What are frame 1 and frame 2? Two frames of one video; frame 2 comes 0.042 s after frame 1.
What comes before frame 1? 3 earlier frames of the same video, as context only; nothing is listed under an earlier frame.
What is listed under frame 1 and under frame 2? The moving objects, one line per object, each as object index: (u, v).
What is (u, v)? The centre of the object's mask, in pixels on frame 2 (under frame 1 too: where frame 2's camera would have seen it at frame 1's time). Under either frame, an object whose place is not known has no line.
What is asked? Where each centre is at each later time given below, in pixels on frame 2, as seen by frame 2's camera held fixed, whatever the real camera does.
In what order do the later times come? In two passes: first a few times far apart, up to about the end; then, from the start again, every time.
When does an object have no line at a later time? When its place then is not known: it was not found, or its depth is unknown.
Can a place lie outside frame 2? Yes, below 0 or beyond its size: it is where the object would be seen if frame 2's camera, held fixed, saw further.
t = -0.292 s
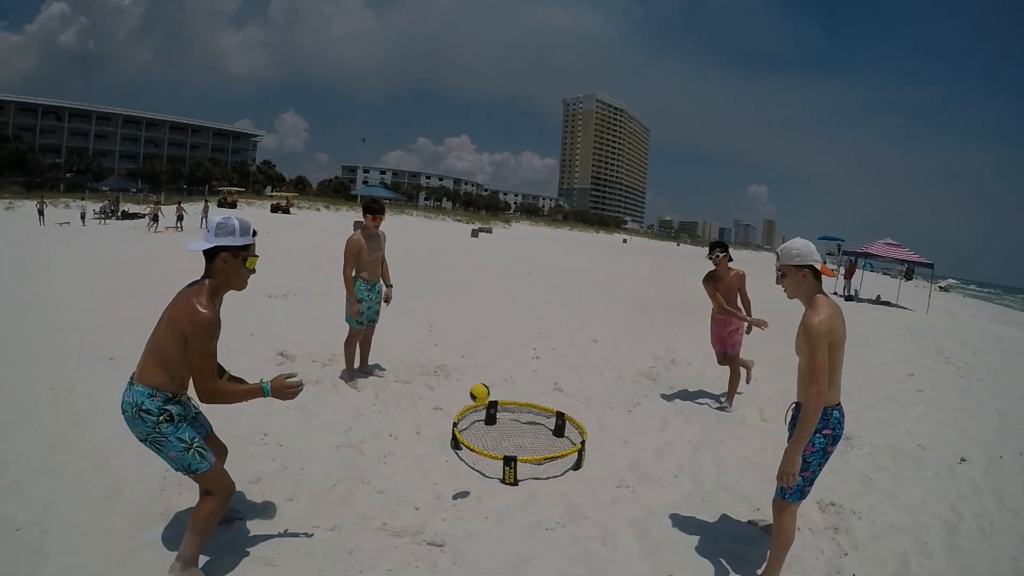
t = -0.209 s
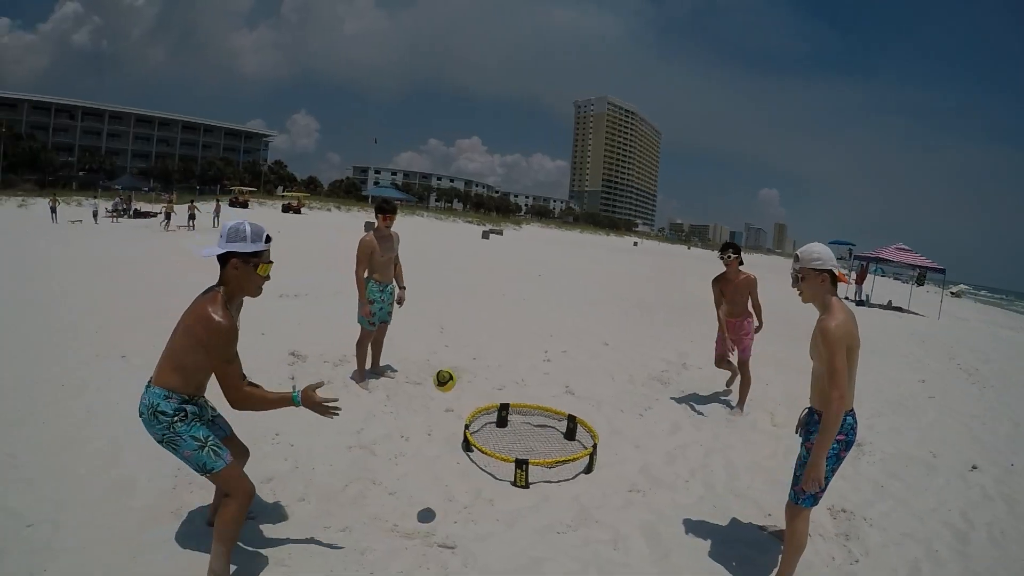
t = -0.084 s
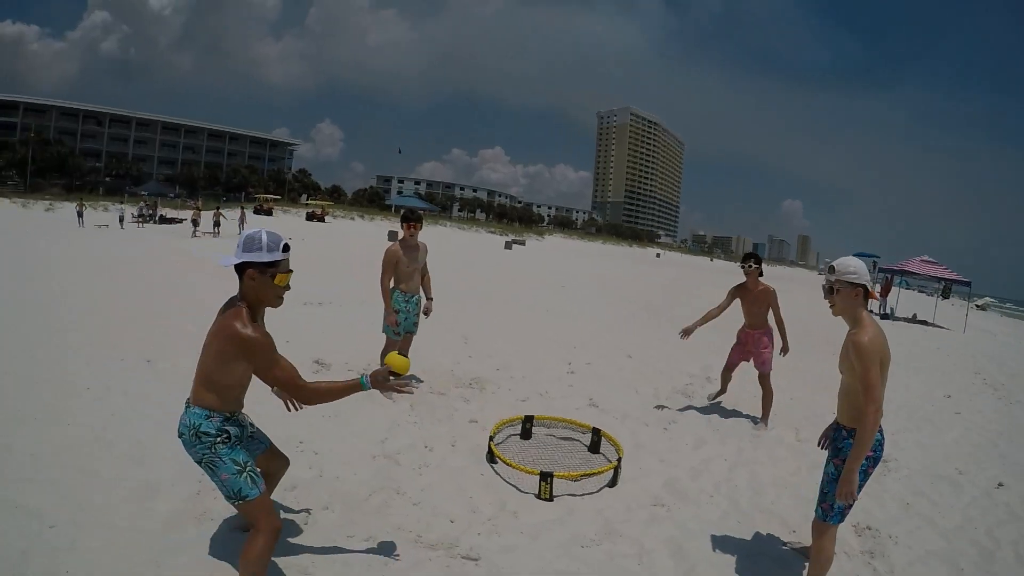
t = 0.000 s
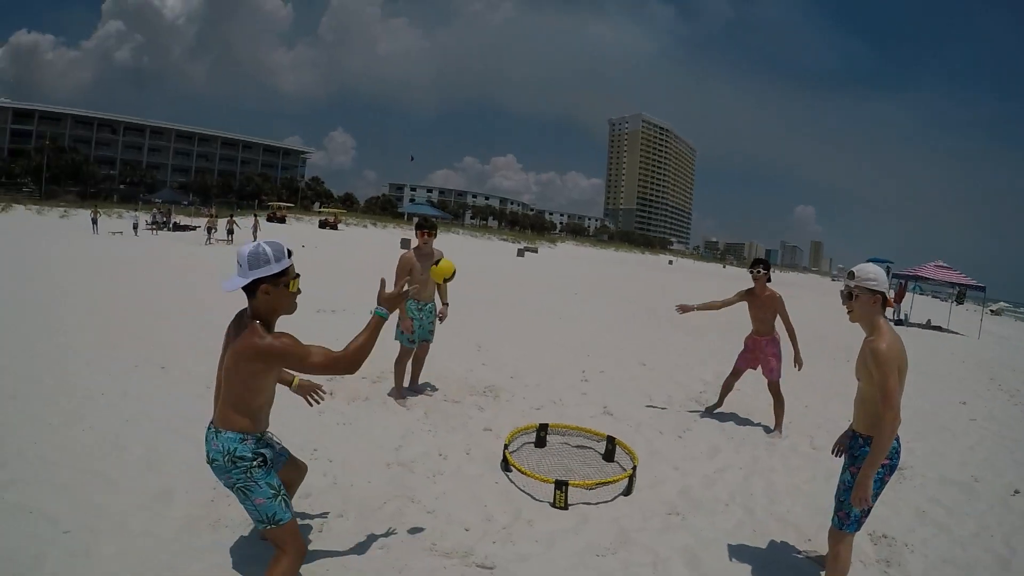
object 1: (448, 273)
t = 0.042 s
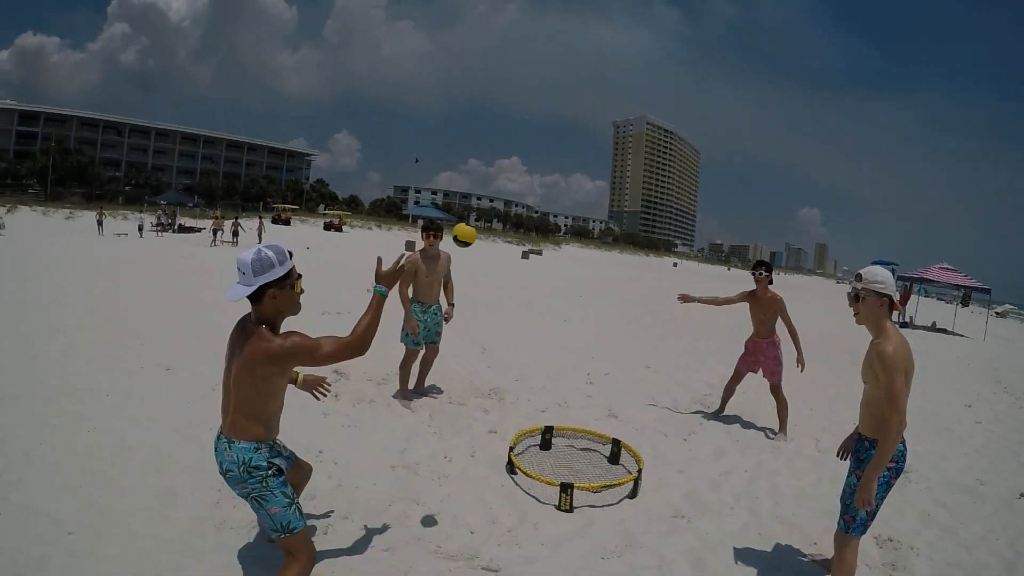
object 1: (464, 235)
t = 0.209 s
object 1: (513, 139)
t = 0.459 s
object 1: (552, 127)
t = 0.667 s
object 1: (564, 190)
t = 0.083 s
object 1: (478, 201)
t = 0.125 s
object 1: (490, 175)
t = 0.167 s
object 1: (503, 156)
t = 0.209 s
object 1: (513, 139)
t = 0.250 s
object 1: (522, 129)
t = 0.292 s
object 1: (530, 123)
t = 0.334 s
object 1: (537, 119)
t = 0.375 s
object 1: (542, 119)
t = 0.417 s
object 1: (548, 123)
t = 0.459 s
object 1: (552, 127)
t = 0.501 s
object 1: (555, 135)
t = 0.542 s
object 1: (559, 146)
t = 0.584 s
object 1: (562, 157)
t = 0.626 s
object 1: (564, 172)
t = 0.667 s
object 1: (564, 190)
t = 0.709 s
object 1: (565, 208)
